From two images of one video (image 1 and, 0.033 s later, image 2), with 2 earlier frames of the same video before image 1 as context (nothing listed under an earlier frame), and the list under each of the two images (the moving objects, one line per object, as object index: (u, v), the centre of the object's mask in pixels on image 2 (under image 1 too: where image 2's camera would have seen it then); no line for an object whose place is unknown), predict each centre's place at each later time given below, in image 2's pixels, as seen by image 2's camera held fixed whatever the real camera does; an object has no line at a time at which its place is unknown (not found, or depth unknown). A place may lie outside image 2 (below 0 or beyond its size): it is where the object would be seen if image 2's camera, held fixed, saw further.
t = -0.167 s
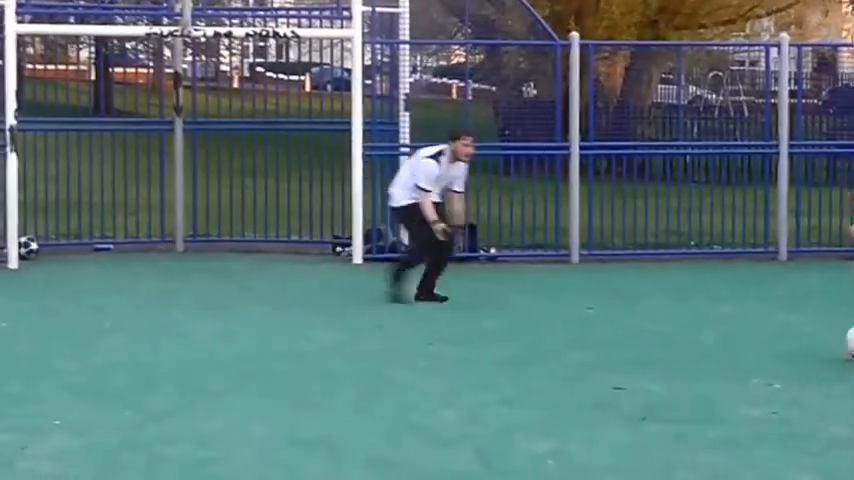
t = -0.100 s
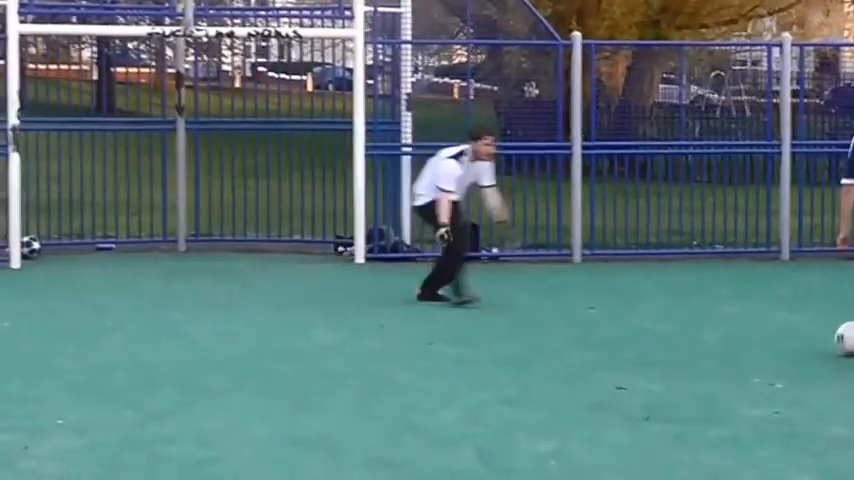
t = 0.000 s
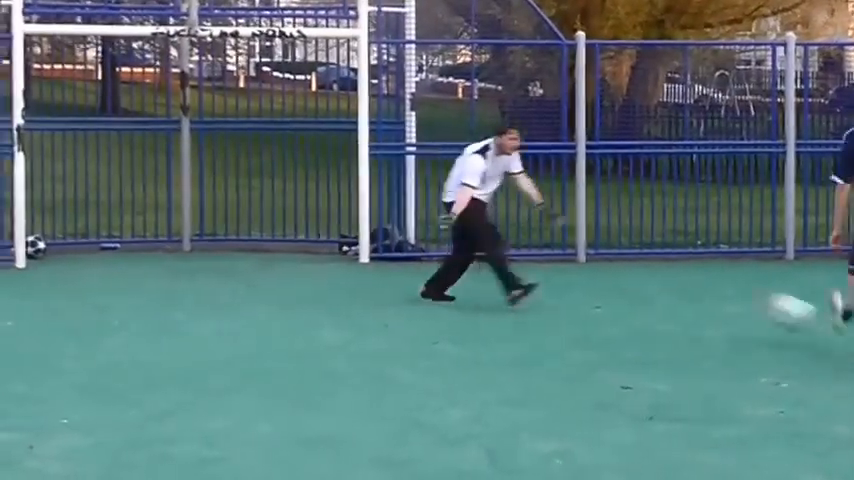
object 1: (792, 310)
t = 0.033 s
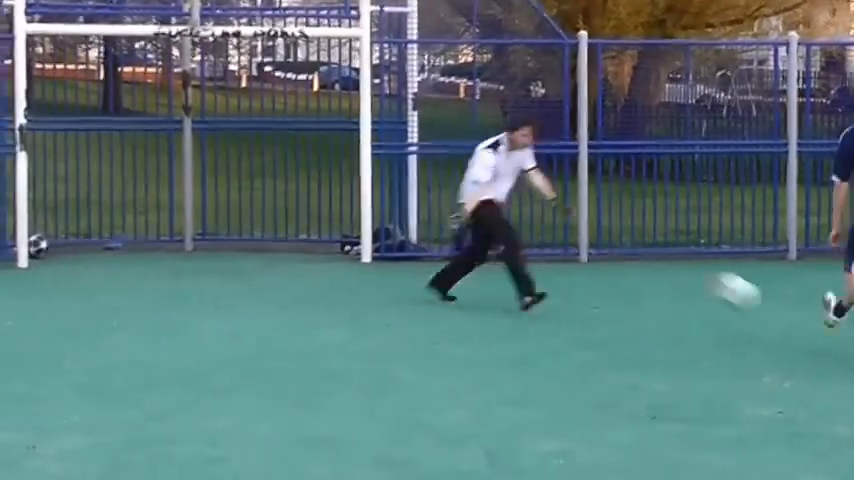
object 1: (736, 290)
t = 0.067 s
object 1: (684, 275)
